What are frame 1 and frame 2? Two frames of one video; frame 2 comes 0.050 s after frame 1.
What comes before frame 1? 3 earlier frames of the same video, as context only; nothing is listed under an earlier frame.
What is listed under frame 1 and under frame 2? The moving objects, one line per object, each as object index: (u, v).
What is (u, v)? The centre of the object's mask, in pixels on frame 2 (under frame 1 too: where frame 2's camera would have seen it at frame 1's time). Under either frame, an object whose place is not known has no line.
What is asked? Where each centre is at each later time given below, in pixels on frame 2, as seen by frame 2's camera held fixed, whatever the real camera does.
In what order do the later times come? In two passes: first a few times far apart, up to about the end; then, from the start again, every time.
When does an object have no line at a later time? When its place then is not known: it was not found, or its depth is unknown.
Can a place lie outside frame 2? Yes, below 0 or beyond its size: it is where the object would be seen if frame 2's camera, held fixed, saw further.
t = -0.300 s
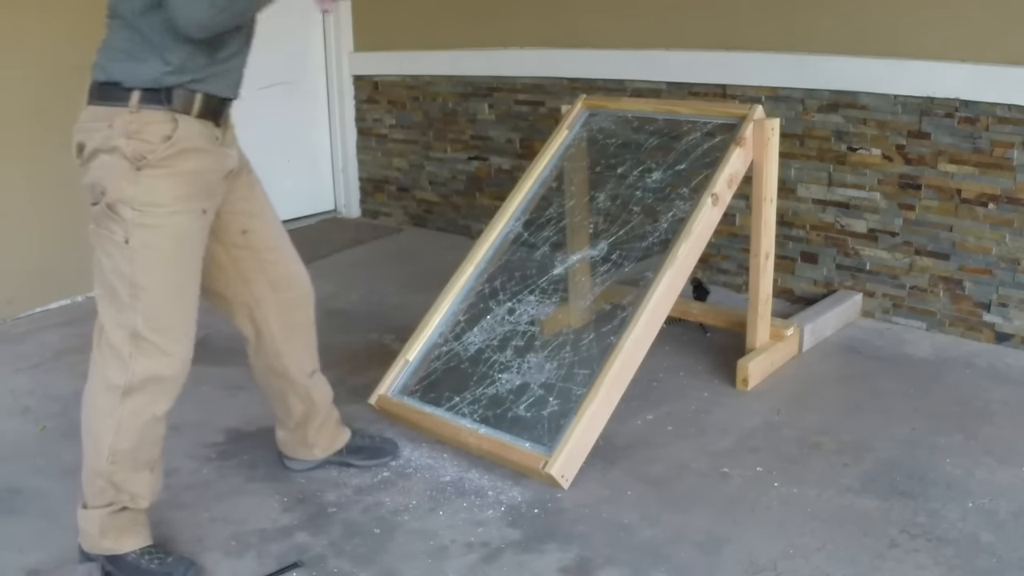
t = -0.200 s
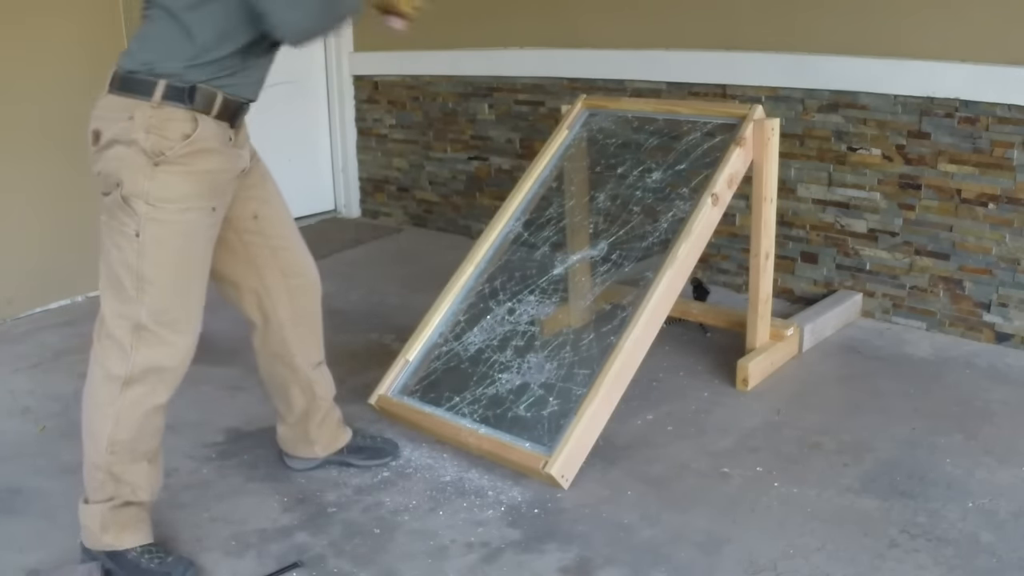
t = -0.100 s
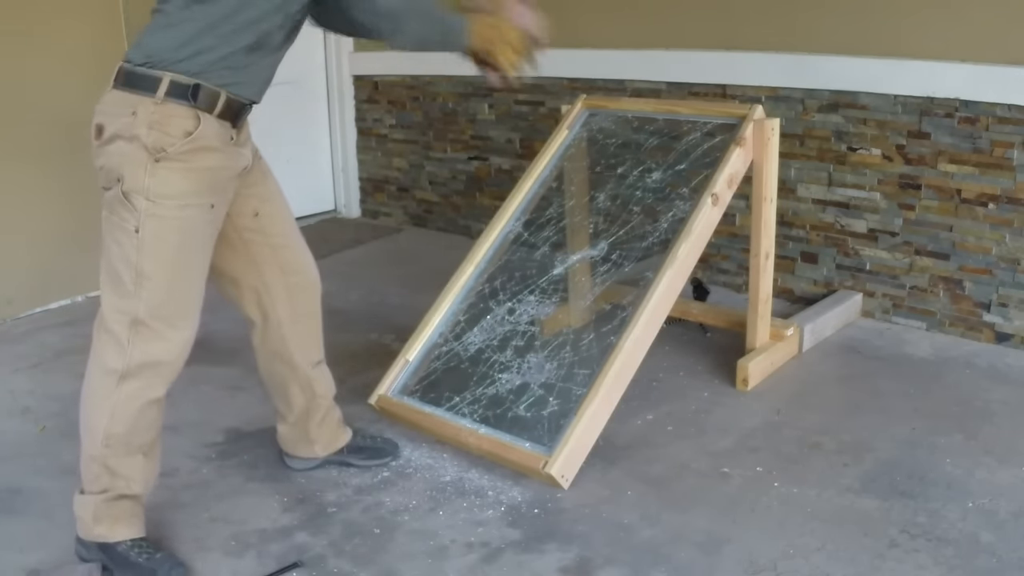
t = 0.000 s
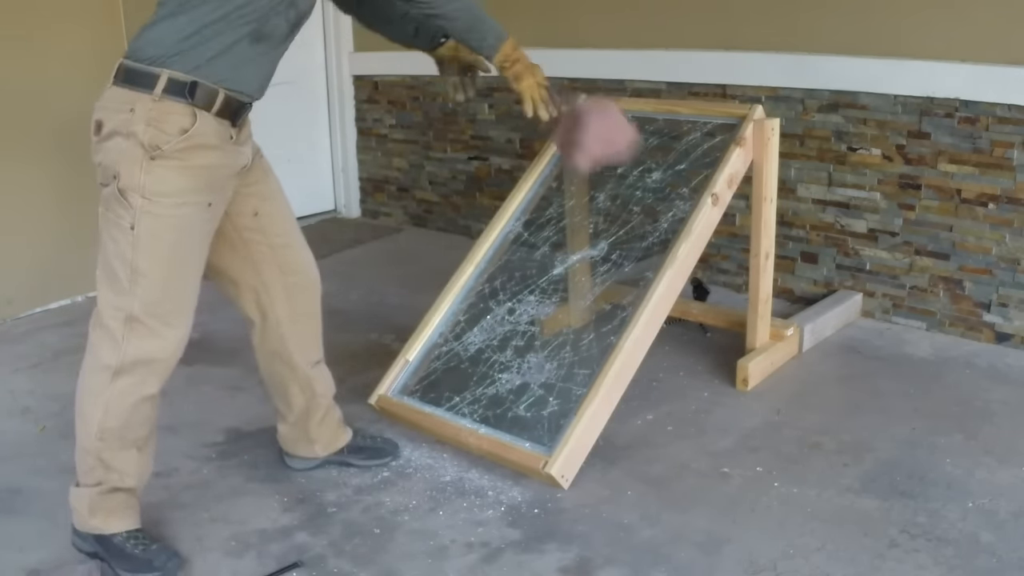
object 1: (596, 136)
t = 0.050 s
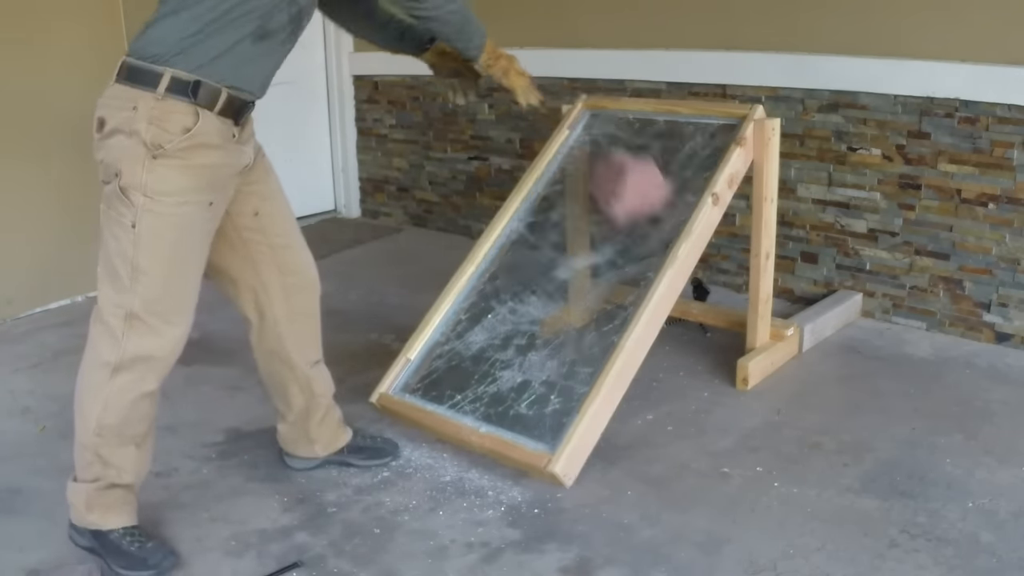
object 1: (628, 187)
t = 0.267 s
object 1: (591, 192)
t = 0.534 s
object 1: (512, 343)
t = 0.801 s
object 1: (441, 376)
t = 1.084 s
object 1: (400, 448)
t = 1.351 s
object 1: (365, 459)
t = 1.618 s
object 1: (365, 460)
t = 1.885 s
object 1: (370, 457)
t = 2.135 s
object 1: (376, 456)
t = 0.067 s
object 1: (631, 194)
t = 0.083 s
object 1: (630, 192)
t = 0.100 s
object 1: (626, 187)
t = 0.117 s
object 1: (623, 183)
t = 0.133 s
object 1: (618, 181)
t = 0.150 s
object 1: (616, 179)
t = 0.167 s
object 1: (612, 178)
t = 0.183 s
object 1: (609, 178)
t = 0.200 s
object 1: (606, 178)
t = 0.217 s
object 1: (603, 180)
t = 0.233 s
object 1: (599, 183)
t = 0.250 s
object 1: (595, 187)
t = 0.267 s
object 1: (591, 192)
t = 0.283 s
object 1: (587, 198)
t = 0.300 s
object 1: (584, 204)
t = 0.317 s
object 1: (579, 212)
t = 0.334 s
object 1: (576, 220)
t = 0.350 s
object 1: (572, 230)
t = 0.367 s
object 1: (568, 240)
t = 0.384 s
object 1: (564, 250)
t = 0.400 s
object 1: (561, 259)
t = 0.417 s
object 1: (557, 268)
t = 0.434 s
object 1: (551, 277)
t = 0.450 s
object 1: (545, 287)
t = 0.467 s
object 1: (539, 298)
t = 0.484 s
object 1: (534, 309)
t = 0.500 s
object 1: (527, 320)
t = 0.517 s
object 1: (520, 331)
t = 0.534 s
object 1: (512, 343)
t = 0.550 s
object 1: (503, 355)
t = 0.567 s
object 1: (494, 368)
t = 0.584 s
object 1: (487, 378)
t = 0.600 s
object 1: (481, 382)
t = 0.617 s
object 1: (476, 381)
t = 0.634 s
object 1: (471, 379)
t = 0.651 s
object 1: (466, 378)
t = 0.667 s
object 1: (461, 379)
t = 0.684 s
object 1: (455, 380)
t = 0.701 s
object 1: (453, 378)
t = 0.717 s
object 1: (451, 376)
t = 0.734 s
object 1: (449, 375)
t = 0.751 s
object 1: (447, 374)
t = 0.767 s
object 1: (445, 374)
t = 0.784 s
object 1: (443, 375)
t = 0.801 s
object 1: (441, 376)
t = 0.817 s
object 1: (439, 376)
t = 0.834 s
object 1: (437, 378)
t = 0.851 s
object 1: (436, 379)
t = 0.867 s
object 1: (435, 382)
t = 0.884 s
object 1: (434, 387)
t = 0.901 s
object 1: (432, 393)
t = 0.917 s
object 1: (430, 400)
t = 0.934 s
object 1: (429, 410)
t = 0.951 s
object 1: (425, 417)
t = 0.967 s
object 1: (424, 425)
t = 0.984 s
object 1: (425, 431)
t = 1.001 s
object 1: (421, 437)
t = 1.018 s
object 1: (418, 440)
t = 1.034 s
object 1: (416, 442)
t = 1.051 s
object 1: (410, 444)
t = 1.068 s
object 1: (405, 446)
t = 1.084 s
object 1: (400, 448)
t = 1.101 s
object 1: (395, 449)
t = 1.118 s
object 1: (391, 451)
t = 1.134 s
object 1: (386, 452)
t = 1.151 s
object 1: (383, 452)
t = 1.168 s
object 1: (380, 453)
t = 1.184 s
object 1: (376, 455)
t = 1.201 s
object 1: (373, 456)
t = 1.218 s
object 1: (370, 458)
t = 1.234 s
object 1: (368, 459)
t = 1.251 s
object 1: (367, 459)
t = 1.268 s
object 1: (366, 459)
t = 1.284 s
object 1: (365, 459)
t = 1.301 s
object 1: (365, 459)
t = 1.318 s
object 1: (365, 459)
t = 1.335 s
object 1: (365, 459)
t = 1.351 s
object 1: (365, 459)
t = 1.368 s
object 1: (365, 459)
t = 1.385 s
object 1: (365, 459)
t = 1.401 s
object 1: (365, 460)
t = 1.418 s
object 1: (365, 460)
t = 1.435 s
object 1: (366, 460)
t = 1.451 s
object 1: (366, 460)
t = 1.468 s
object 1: (366, 461)
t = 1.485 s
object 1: (368, 462)
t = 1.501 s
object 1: (364, 460)
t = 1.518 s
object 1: (365, 460)
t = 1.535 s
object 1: (365, 460)
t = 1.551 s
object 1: (365, 460)
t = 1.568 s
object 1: (365, 460)
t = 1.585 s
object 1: (365, 460)
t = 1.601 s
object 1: (365, 460)
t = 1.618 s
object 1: (365, 460)
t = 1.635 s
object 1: (365, 460)
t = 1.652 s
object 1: (365, 459)
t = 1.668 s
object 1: (366, 459)
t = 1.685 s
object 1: (366, 459)
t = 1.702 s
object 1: (366, 459)
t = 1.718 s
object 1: (366, 459)
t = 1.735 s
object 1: (367, 459)
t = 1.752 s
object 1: (367, 459)
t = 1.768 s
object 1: (367, 458)
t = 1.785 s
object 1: (368, 458)
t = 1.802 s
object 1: (368, 458)
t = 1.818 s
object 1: (369, 458)
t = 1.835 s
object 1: (369, 458)
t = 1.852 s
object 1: (369, 457)
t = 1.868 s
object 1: (370, 457)
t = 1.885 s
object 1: (370, 457)
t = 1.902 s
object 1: (371, 457)
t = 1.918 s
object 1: (371, 457)
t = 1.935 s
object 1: (371, 457)
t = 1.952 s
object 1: (371, 457)
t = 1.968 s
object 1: (372, 457)
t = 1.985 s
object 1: (373, 457)
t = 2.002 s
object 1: (373, 457)
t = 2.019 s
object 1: (374, 456)
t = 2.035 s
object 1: (374, 456)
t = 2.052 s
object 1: (375, 456)
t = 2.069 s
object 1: (375, 456)
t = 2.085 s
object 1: (375, 456)
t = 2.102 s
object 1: (375, 456)
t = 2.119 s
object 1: (375, 456)
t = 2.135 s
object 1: (376, 456)
